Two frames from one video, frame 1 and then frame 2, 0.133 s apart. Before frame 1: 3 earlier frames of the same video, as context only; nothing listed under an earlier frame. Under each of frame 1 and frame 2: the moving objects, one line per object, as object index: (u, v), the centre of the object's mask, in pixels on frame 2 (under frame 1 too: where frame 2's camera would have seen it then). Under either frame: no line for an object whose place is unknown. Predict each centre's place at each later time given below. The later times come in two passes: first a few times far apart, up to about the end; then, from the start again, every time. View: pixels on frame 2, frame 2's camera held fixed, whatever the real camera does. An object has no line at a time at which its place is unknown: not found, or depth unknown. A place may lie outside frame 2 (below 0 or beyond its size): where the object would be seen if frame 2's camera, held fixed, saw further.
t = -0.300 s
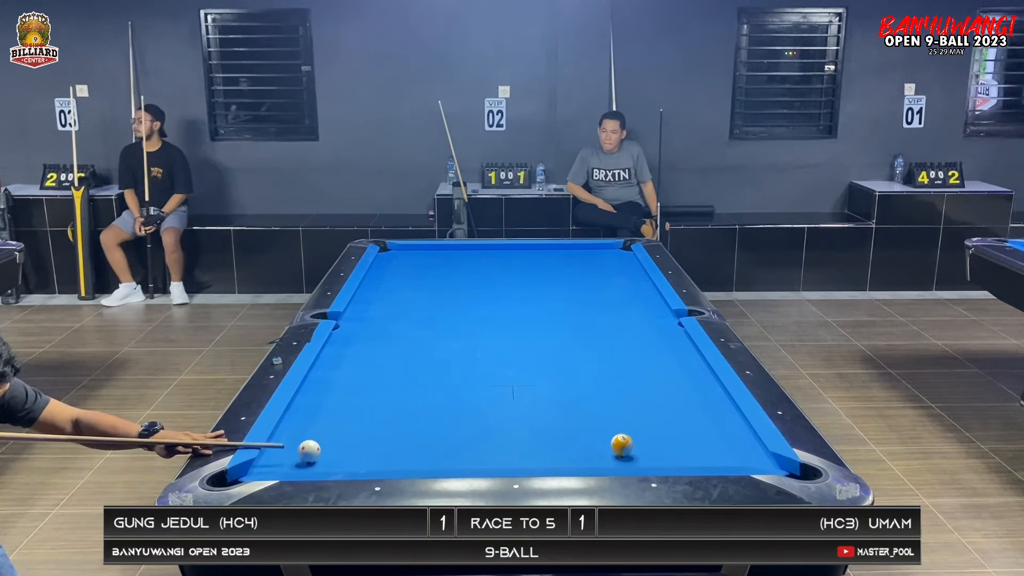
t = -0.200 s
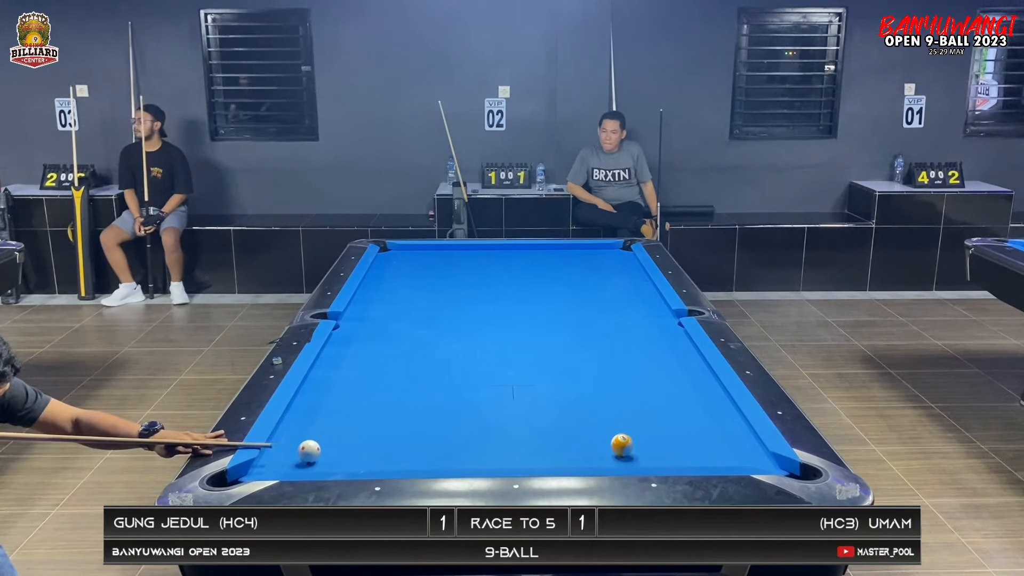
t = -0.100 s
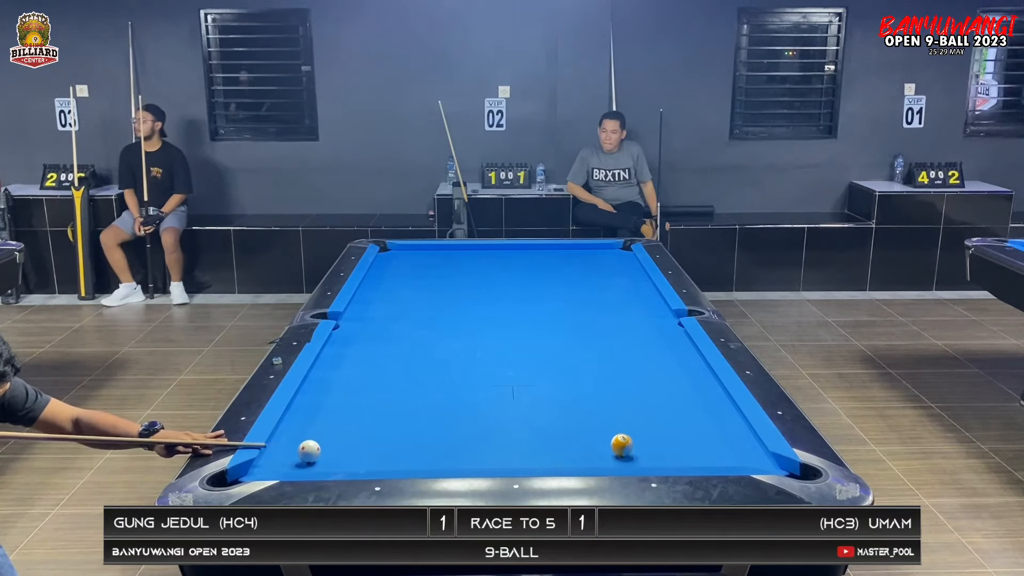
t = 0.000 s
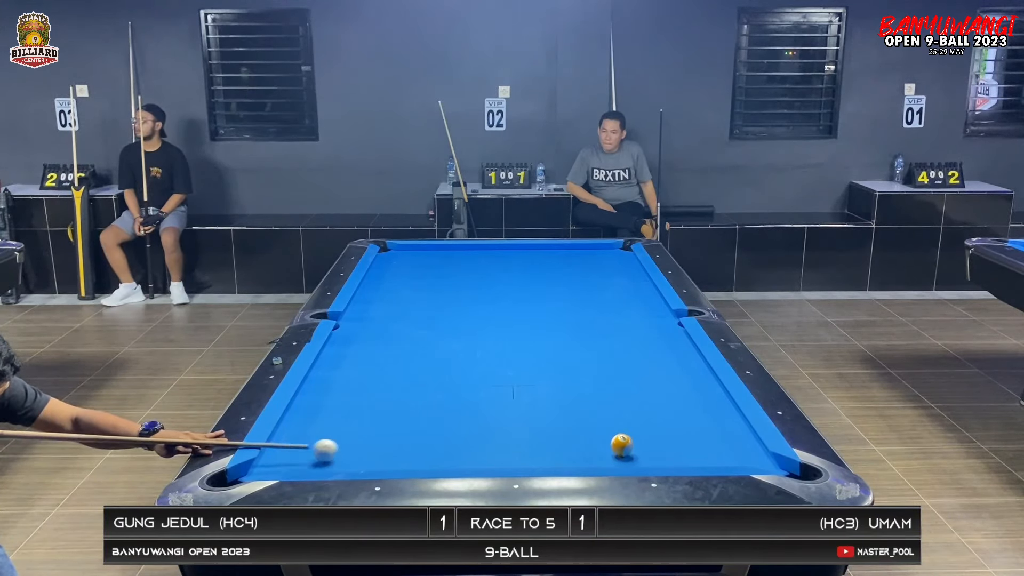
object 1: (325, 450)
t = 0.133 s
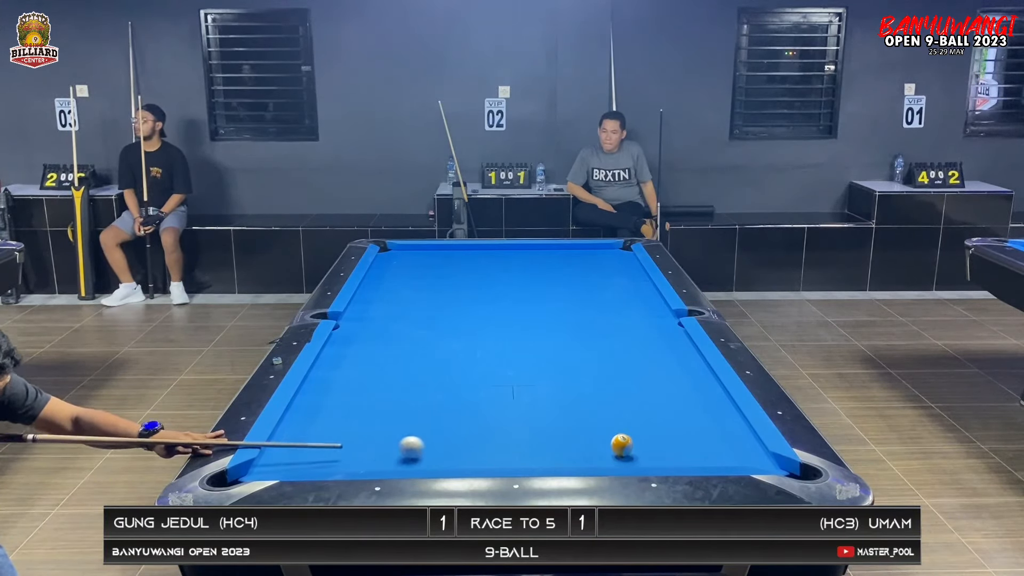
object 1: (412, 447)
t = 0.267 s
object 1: (495, 445)
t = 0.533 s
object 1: (612, 434)
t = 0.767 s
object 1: (655, 418)
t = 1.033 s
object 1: (699, 400)
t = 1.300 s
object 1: (702, 388)
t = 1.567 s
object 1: (671, 380)
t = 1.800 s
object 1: (647, 374)
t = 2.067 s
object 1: (622, 367)
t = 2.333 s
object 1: (599, 361)
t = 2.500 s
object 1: (586, 358)
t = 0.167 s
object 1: (432, 446)
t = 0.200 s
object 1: (453, 446)
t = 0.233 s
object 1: (474, 446)
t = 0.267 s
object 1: (495, 445)
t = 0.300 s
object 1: (515, 445)
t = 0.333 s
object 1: (536, 444)
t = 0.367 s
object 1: (556, 443)
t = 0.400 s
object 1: (576, 443)
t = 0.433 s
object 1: (596, 442)
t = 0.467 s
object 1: (603, 439)
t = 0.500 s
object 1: (607, 437)
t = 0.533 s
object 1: (612, 434)
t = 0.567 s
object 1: (618, 432)
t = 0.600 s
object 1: (624, 429)
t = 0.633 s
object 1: (631, 426)
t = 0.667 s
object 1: (637, 424)
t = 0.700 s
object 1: (643, 422)
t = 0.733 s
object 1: (649, 420)
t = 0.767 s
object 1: (655, 418)
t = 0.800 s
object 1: (661, 415)
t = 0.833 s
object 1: (667, 413)
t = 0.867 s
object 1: (672, 410)
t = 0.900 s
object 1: (678, 408)
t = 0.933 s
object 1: (683, 406)
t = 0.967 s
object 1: (689, 405)
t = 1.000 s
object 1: (694, 402)
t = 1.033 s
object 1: (699, 400)
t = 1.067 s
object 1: (704, 398)
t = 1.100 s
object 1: (710, 396)
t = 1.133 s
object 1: (715, 395)
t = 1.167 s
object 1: (719, 393)
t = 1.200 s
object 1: (714, 391)
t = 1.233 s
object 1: (710, 391)
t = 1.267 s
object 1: (706, 389)
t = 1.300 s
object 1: (702, 388)
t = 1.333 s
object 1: (698, 387)
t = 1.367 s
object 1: (694, 387)
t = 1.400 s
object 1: (690, 385)
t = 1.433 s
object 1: (686, 384)
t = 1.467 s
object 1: (682, 383)
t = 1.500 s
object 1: (679, 383)
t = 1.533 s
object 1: (675, 381)
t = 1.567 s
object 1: (671, 380)
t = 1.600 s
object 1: (668, 379)
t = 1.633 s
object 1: (665, 379)
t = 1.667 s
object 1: (661, 377)
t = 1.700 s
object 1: (657, 376)
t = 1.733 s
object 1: (654, 376)
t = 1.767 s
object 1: (651, 375)
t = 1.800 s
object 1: (647, 374)
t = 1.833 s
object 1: (644, 373)
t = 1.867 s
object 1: (641, 372)
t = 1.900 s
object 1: (637, 371)
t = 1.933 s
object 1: (635, 371)
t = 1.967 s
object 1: (631, 370)
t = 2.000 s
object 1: (628, 369)
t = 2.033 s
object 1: (625, 368)
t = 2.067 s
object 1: (622, 367)
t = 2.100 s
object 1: (619, 367)
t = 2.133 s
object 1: (616, 366)
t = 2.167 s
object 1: (613, 365)
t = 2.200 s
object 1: (610, 364)
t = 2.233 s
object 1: (608, 364)
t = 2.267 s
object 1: (605, 363)
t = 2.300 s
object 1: (602, 362)
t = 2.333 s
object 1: (599, 361)
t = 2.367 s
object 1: (597, 361)
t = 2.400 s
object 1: (594, 360)
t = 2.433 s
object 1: (591, 359)
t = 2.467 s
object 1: (589, 359)
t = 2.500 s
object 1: (586, 358)
